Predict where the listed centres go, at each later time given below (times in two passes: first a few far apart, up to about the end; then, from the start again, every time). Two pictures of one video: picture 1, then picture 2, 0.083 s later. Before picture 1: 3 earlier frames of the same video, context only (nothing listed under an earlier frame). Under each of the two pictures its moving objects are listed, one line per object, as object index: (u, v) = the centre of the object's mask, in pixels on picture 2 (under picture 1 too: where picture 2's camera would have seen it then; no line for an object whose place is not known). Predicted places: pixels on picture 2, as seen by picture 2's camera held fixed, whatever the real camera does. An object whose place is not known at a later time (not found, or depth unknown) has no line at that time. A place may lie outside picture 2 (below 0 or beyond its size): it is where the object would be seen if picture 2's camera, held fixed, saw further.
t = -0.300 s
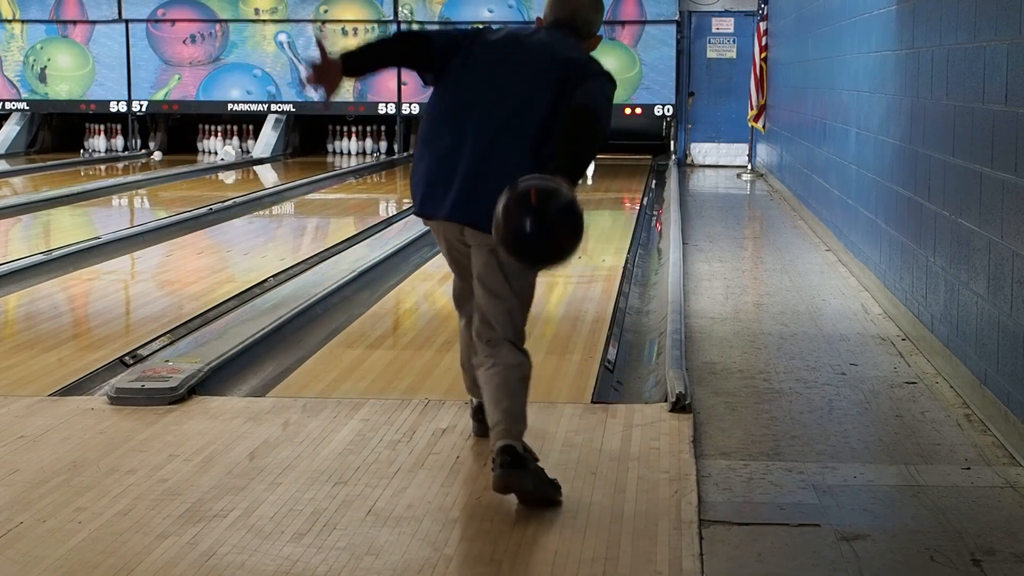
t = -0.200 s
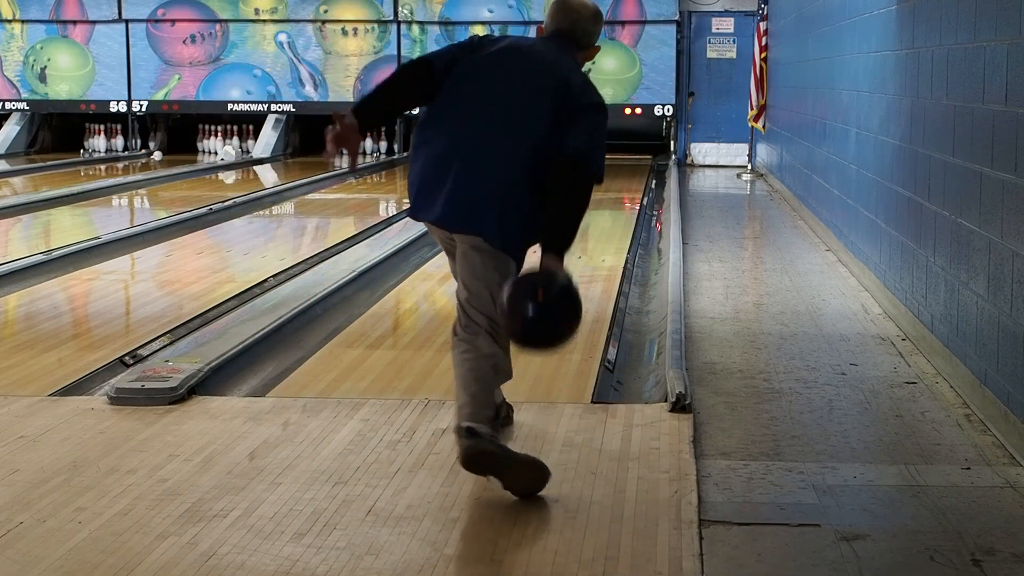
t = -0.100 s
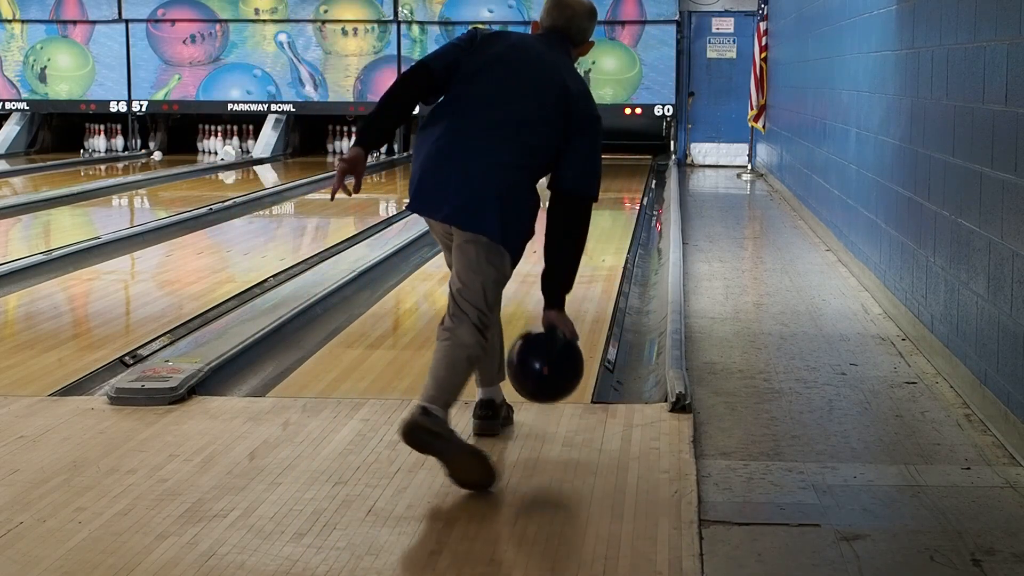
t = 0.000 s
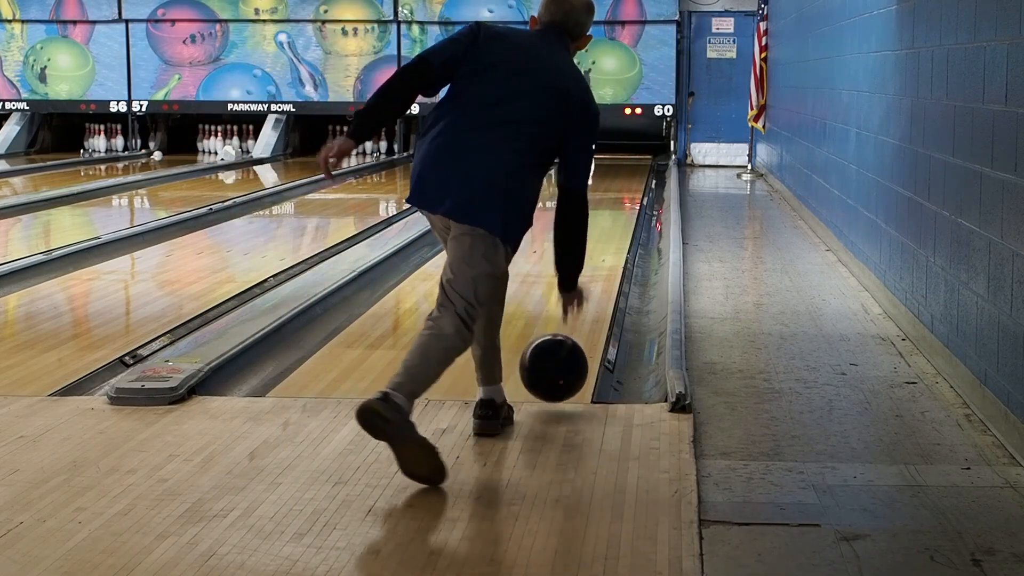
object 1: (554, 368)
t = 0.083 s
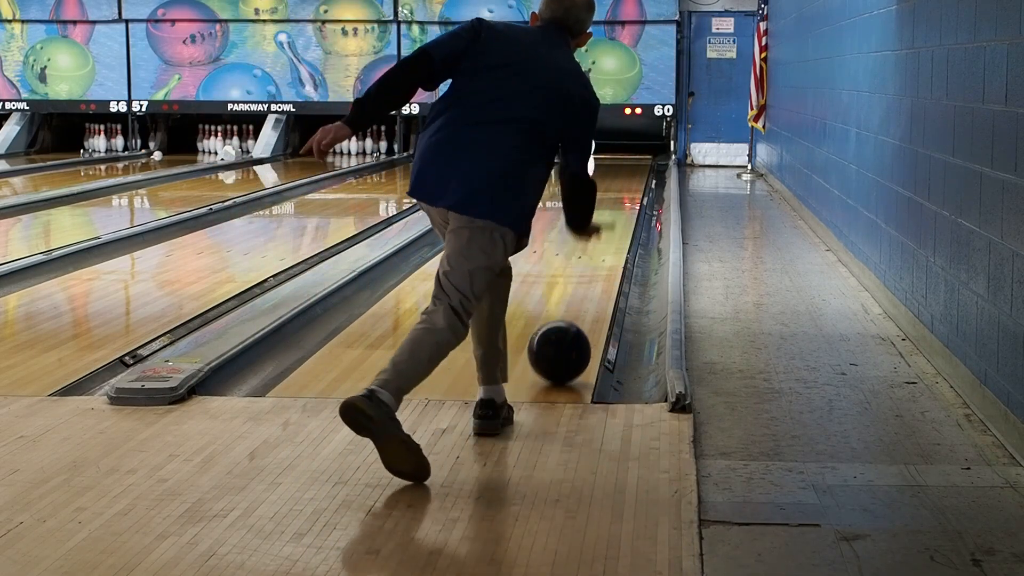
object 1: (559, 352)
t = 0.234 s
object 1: (567, 315)
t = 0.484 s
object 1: (576, 271)
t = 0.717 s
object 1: (582, 244)
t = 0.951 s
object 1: (585, 225)
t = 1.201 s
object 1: (589, 208)
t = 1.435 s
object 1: (592, 196)
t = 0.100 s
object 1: (560, 347)
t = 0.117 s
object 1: (561, 343)
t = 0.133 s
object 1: (562, 339)
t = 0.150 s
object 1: (563, 334)
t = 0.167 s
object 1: (564, 330)
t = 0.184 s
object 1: (565, 326)
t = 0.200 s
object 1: (566, 323)
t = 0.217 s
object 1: (567, 319)
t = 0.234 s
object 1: (567, 315)
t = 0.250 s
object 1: (568, 312)
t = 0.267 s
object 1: (569, 308)
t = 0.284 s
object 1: (570, 305)
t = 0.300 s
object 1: (570, 302)
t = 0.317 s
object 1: (571, 299)
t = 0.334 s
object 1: (571, 296)
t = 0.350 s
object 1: (572, 293)
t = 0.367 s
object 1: (573, 290)
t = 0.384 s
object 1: (573, 287)
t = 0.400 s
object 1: (574, 284)
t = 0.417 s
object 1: (574, 281)
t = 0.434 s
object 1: (575, 279)
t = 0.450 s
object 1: (575, 276)
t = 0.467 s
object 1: (576, 274)
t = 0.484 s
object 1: (576, 271)
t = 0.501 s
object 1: (577, 269)
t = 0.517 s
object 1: (577, 267)
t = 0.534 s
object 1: (578, 265)
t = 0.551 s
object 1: (578, 263)
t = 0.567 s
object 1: (578, 260)
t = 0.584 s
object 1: (579, 258)
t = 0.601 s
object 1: (579, 256)
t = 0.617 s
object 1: (580, 255)
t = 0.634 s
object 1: (580, 252)
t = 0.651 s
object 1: (580, 251)
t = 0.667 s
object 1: (581, 249)
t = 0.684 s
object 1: (581, 247)
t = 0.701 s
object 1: (581, 245)
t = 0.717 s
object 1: (582, 244)
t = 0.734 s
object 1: (582, 242)
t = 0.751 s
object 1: (582, 241)
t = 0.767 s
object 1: (582, 239)
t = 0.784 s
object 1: (583, 238)
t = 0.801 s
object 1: (583, 236)
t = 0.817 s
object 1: (583, 235)
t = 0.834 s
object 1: (584, 234)
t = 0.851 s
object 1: (584, 232)
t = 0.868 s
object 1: (584, 231)
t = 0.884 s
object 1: (584, 230)
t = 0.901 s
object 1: (585, 228)
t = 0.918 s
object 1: (585, 227)
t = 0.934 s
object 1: (585, 226)
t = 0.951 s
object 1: (585, 225)
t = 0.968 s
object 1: (586, 224)
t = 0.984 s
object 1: (586, 222)
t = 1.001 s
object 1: (586, 221)
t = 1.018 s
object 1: (586, 220)
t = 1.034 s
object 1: (587, 219)
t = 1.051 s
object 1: (587, 218)
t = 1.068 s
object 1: (587, 217)
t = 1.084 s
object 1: (587, 216)
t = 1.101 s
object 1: (588, 215)
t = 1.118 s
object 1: (588, 213)
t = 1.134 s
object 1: (588, 212)
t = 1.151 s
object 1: (588, 211)
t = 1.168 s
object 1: (588, 210)
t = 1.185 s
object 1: (589, 209)
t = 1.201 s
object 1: (589, 208)
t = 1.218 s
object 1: (589, 207)
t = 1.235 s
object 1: (589, 206)
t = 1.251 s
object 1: (589, 205)
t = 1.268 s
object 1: (590, 204)
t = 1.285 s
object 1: (590, 204)
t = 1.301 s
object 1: (591, 203)
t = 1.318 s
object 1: (591, 202)
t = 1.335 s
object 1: (591, 201)
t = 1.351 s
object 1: (592, 200)
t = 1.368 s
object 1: (592, 199)
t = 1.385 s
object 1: (592, 198)
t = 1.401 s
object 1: (592, 198)
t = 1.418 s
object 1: (592, 197)
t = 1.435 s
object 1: (592, 196)
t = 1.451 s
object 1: (592, 195)
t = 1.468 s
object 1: (593, 194)
